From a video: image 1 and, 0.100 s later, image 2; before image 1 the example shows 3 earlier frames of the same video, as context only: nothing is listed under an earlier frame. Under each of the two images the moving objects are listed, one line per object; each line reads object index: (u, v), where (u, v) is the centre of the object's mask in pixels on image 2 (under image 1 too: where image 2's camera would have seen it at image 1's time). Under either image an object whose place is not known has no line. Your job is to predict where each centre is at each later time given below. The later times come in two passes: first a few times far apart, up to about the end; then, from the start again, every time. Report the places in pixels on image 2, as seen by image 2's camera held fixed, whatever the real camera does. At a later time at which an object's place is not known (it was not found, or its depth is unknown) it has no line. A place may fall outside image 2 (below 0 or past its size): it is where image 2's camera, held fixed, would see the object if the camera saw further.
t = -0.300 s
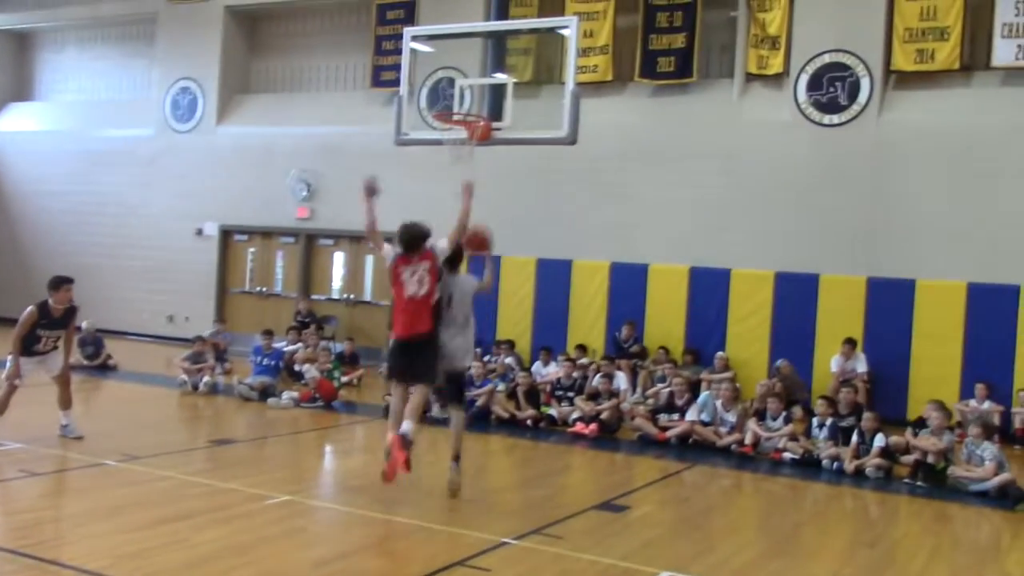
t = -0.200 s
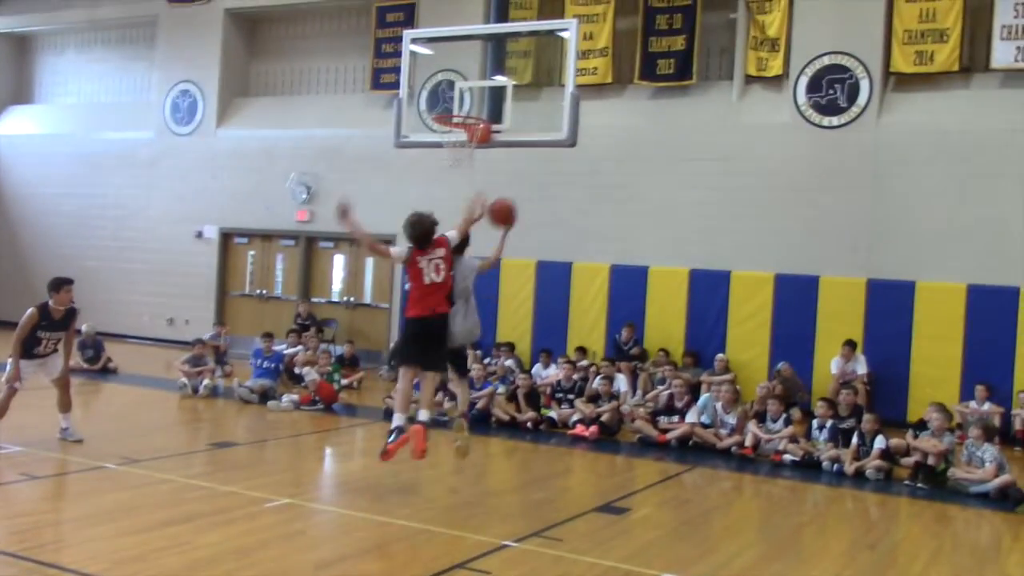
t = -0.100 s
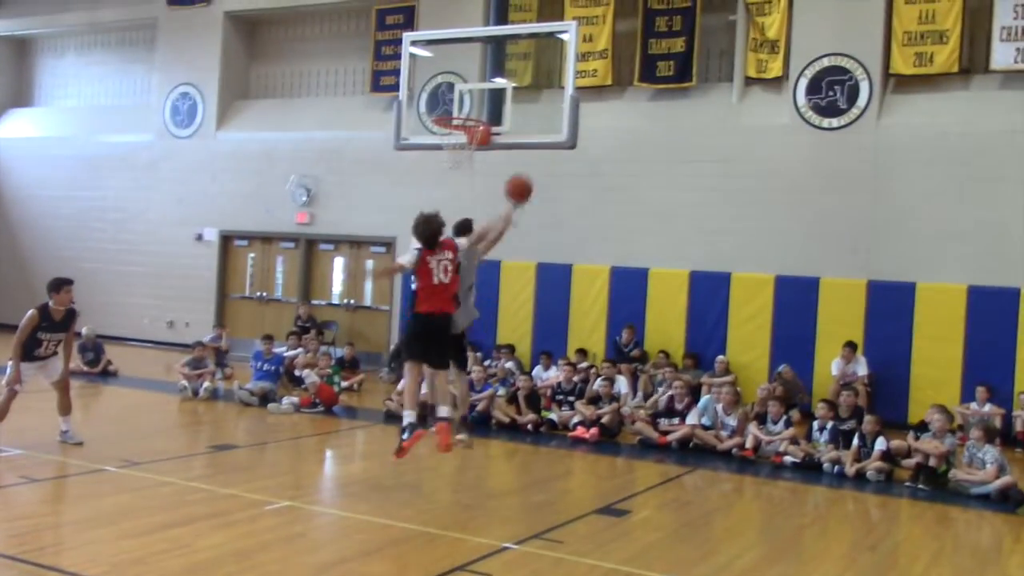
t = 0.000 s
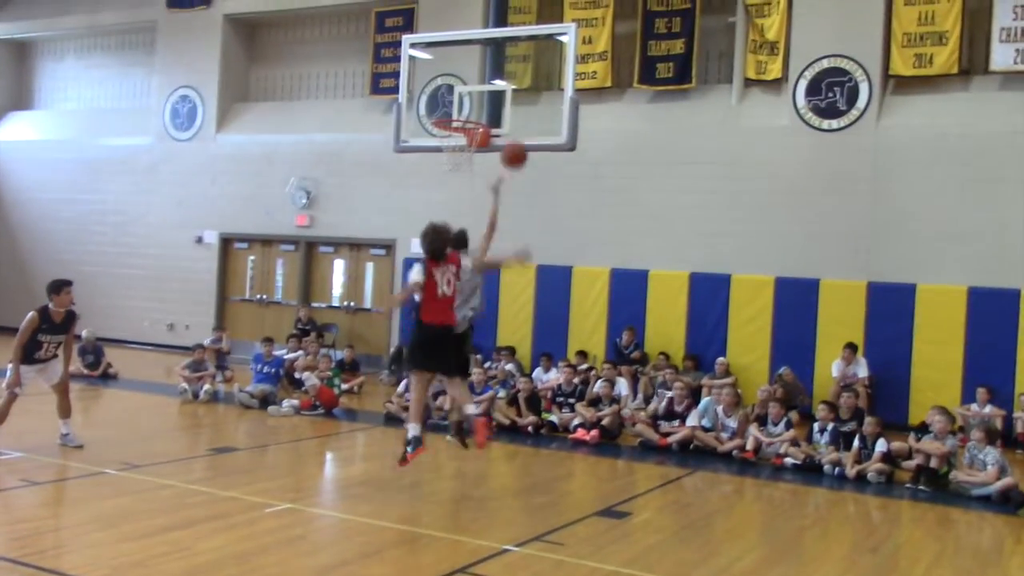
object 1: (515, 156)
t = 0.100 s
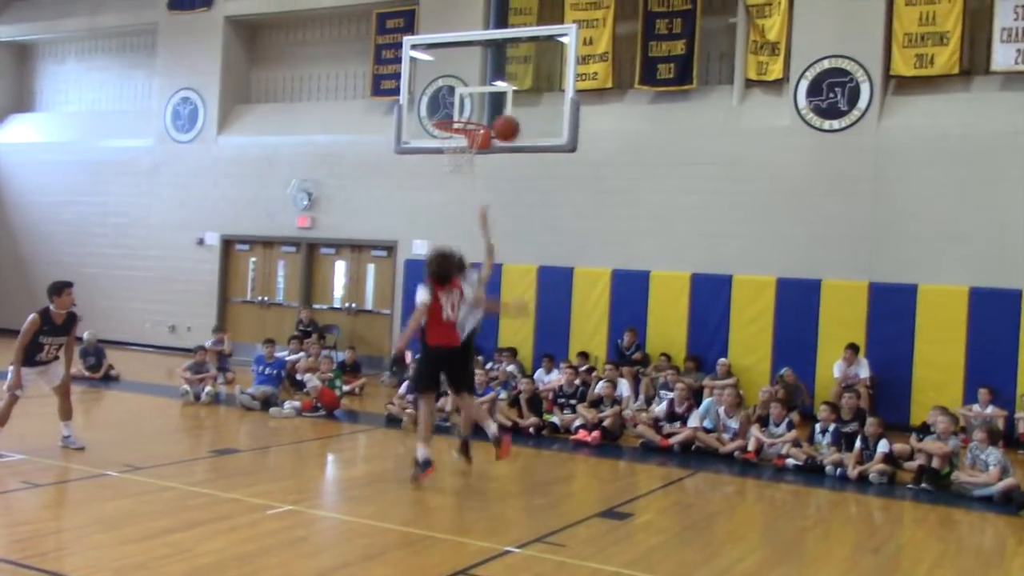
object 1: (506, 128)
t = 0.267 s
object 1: (492, 108)
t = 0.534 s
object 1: (455, 110)
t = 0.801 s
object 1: (459, 113)
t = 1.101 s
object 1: (451, 135)
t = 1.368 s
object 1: (442, 156)
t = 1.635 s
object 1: (455, 227)
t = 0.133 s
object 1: (503, 122)
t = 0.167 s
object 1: (500, 116)
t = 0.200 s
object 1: (497, 112)
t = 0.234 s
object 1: (494, 109)
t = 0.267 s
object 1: (492, 108)
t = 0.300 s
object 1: (489, 107)
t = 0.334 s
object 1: (485, 105)
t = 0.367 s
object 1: (479, 103)
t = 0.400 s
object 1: (475, 101)
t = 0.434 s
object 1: (470, 102)
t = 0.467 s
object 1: (464, 103)
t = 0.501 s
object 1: (460, 106)
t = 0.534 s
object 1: (455, 110)
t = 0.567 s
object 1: (452, 112)
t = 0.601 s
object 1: (451, 112)
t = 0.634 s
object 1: (451, 111)
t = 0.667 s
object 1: (452, 111)
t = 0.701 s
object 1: (453, 111)
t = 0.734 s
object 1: (454, 112)
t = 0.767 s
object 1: (456, 112)
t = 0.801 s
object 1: (459, 113)
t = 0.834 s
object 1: (464, 118)
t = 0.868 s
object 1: (469, 120)
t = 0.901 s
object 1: (471, 121)
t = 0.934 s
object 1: (469, 123)
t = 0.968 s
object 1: (466, 125)
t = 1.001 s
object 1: (464, 128)
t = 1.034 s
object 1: (459, 132)
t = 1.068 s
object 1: (455, 132)
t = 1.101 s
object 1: (451, 135)
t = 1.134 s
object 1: (445, 140)
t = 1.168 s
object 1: (442, 144)
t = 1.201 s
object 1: (439, 146)
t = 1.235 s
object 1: (439, 147)
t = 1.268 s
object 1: (438, 148)
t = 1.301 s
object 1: (439, 150)
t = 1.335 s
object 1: (440, 153)
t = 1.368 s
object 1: (442, 156)
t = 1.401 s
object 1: (444, 161)
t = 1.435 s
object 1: (446, 167)
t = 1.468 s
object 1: (448, 174)
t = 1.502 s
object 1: (449, 181)
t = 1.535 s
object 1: (451, 191)
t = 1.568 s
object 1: (453, 201)
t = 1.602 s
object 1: (454, 213)
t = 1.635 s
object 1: (455, 227)
